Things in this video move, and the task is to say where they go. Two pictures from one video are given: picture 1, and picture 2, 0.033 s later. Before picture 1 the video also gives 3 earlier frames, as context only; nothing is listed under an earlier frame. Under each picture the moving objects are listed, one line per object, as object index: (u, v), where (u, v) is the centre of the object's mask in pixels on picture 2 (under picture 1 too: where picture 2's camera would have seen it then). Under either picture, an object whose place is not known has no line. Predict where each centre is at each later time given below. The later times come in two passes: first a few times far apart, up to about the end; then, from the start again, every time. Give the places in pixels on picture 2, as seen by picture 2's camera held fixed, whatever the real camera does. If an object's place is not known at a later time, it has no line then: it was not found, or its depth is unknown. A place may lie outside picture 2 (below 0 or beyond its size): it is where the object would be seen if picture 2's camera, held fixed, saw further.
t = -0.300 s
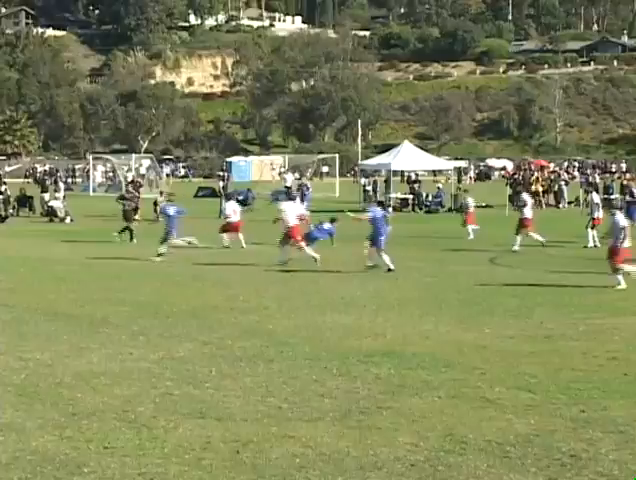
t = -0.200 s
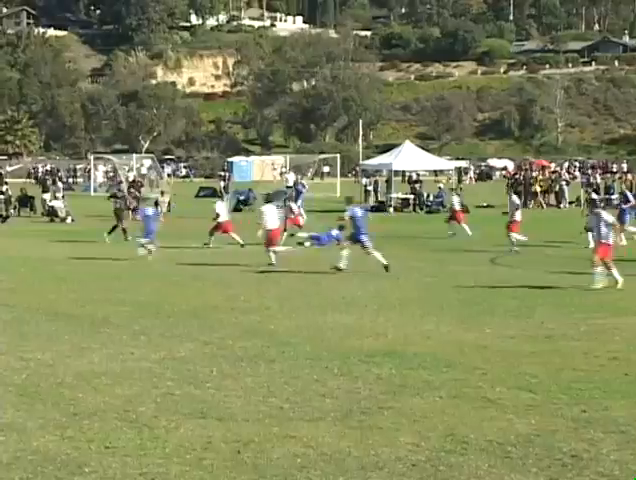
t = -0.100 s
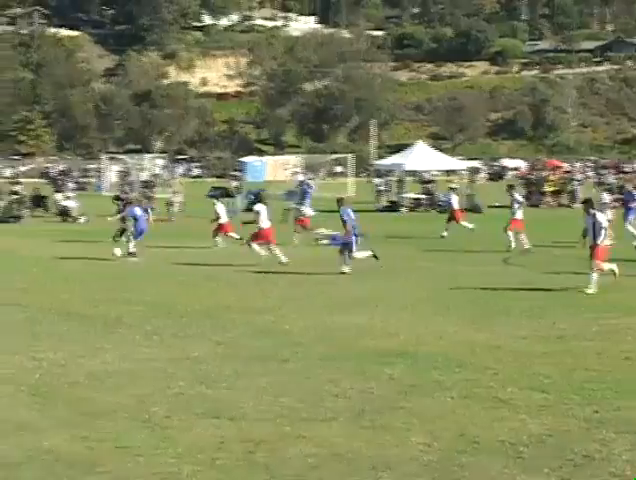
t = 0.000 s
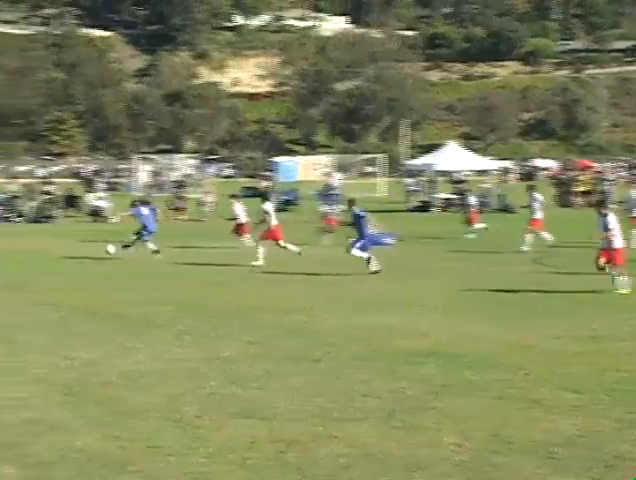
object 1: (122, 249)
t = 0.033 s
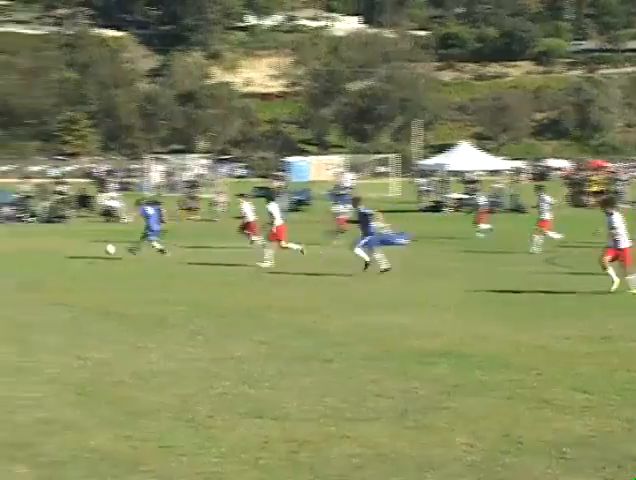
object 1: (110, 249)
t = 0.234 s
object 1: (29, 264)
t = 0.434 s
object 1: (-43, 260)
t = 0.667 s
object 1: (-130, 278)
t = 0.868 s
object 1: (-213, 283)
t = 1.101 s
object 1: (-315, 290)
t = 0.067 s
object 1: (96, 250)
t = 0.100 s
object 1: (84, 251)
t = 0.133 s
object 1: (70, 254)
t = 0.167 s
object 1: (57, 256)
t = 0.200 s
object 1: (43, 260)
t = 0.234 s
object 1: (29, 264)
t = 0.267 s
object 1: (18, 263)
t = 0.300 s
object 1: (6, 261)
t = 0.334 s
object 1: (-6, 260)
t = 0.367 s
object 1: (-18, 259)
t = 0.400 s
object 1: (-30, 259)
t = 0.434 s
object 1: (-43, 260)
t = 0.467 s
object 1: (-55, 261)
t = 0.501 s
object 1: (-67, 262)
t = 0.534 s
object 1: (-80, 265)
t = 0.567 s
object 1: (-92, 268)
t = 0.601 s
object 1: (-105, 271)
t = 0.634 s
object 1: (-118, 276)
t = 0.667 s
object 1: (-130, 278)
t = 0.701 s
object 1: (-144, 277)
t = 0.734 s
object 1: (-158, 277)
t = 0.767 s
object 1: (-171, 277)
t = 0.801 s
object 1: (-185, 278)
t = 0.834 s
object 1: (-199, 280)
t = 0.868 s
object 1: (-213, 283)
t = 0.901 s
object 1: (-228, 285)
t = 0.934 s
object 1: (-242, 285)
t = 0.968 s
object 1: (-256, 286)
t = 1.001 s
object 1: (-271, 287)
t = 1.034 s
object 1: (-286, 288)
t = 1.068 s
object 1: (-301, 290)
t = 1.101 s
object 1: (-315, 290)
